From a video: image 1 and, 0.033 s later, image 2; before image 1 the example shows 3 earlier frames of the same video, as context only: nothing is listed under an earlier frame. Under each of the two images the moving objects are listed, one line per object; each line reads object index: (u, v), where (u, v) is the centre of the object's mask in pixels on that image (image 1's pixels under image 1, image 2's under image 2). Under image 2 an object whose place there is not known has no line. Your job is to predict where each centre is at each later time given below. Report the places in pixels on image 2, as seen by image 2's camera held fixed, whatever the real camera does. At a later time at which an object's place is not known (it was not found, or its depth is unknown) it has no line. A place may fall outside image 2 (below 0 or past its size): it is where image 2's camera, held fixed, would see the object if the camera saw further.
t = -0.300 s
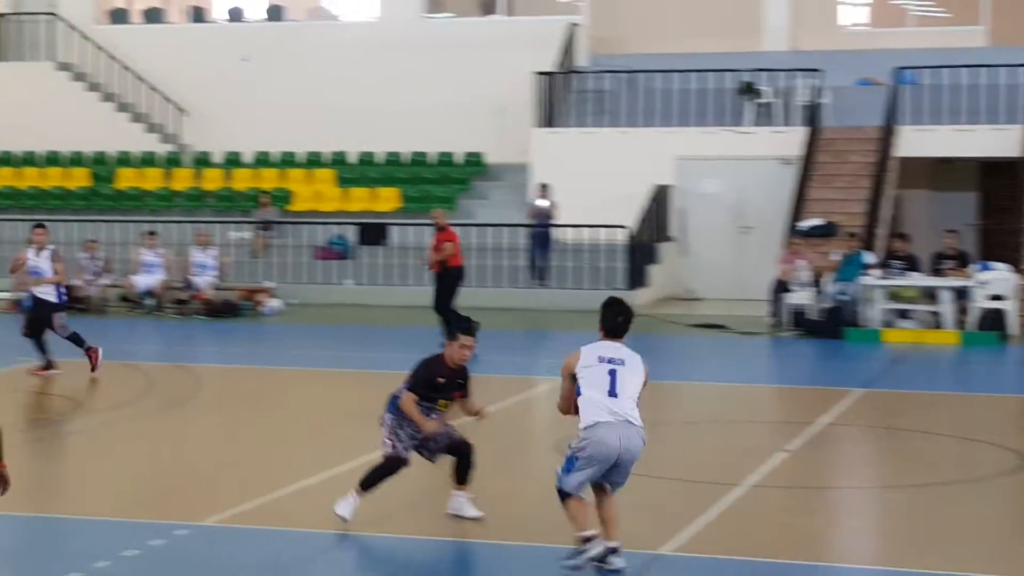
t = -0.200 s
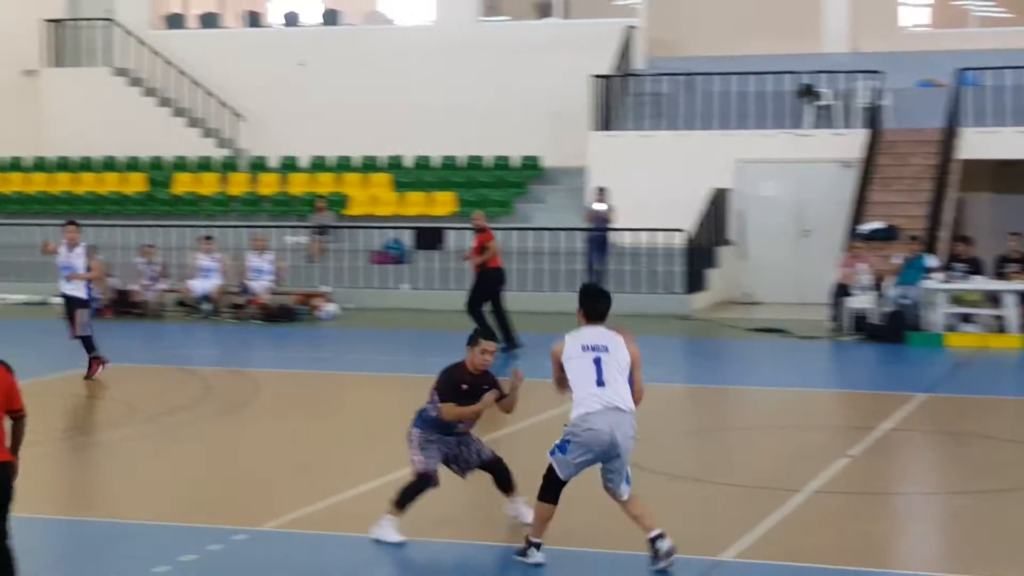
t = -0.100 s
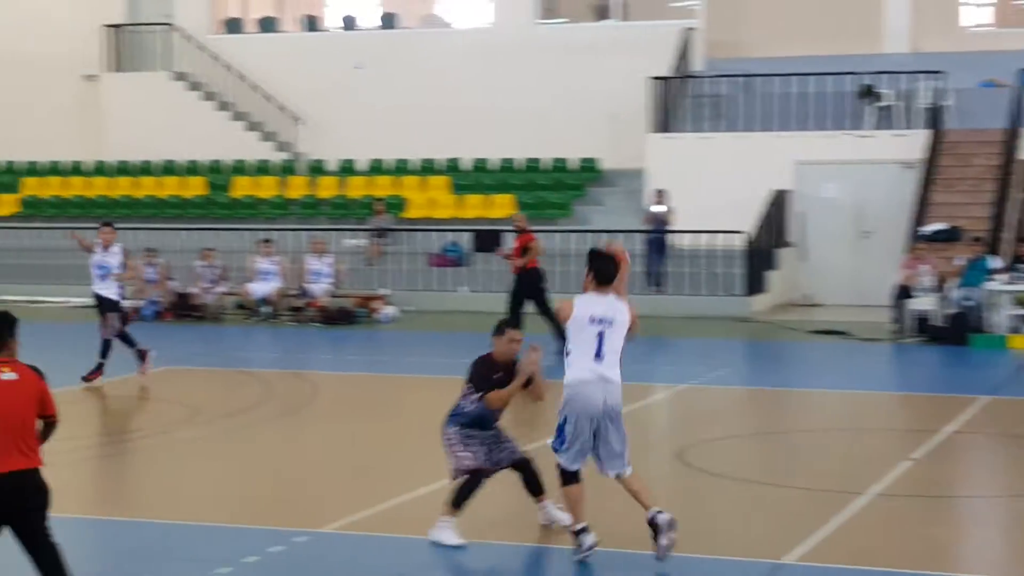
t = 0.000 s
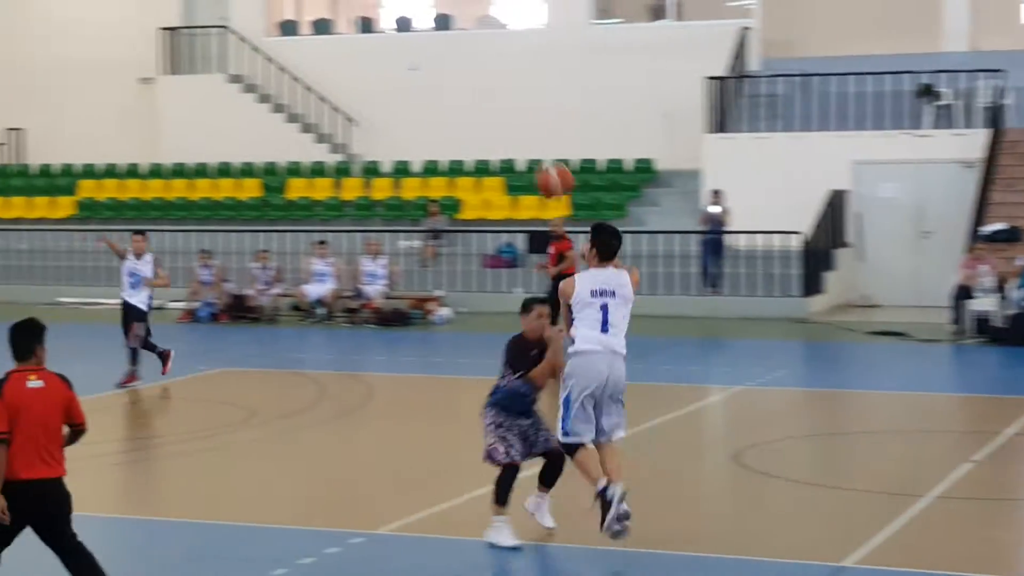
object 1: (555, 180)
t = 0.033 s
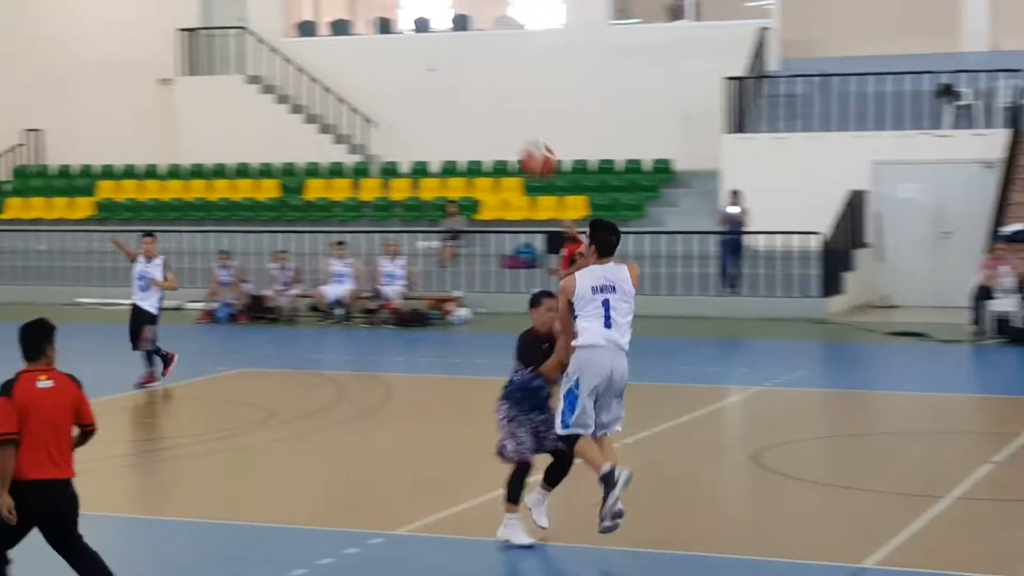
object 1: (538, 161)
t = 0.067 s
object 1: (505, 142)
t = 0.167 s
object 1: (419, 99)
